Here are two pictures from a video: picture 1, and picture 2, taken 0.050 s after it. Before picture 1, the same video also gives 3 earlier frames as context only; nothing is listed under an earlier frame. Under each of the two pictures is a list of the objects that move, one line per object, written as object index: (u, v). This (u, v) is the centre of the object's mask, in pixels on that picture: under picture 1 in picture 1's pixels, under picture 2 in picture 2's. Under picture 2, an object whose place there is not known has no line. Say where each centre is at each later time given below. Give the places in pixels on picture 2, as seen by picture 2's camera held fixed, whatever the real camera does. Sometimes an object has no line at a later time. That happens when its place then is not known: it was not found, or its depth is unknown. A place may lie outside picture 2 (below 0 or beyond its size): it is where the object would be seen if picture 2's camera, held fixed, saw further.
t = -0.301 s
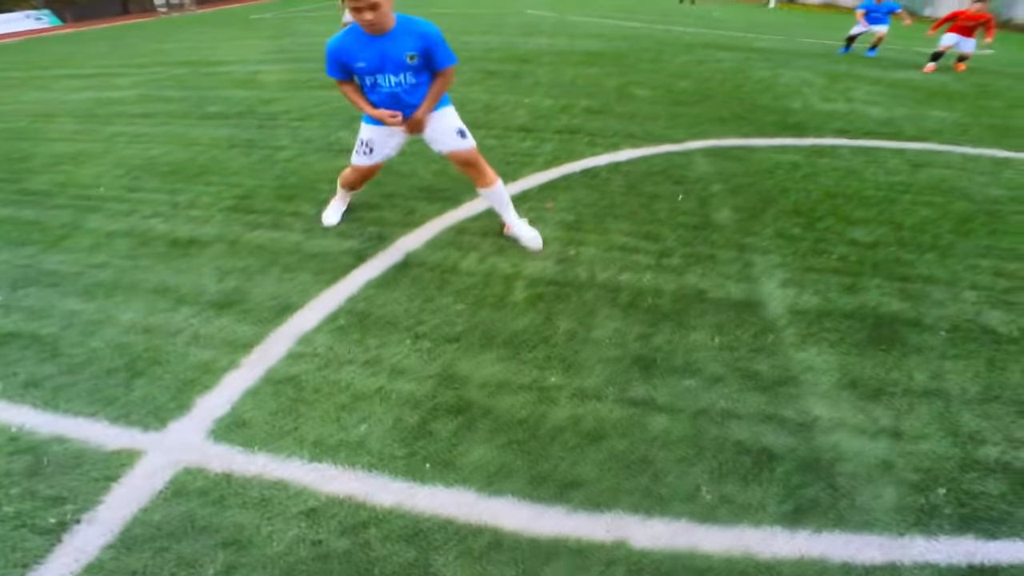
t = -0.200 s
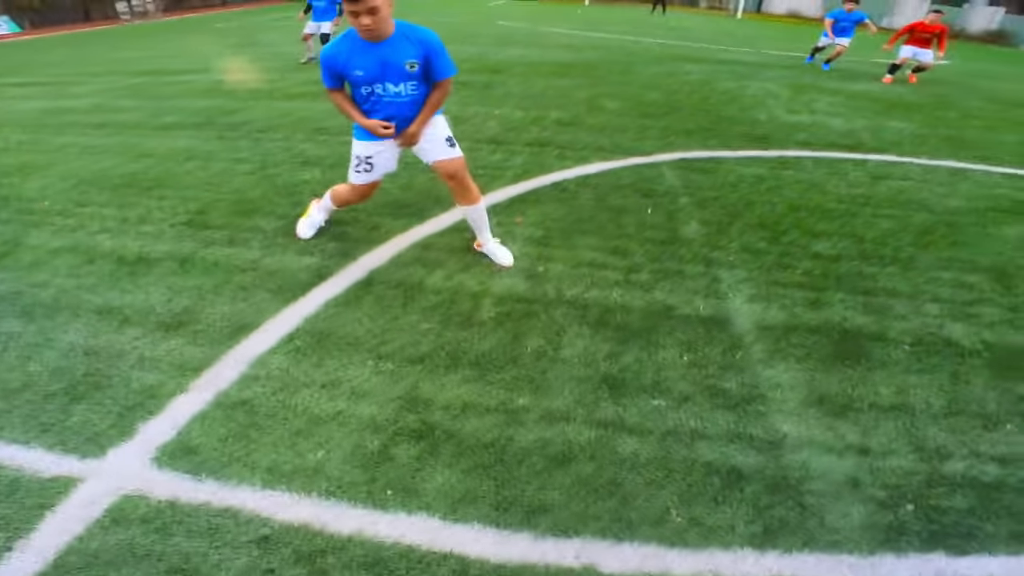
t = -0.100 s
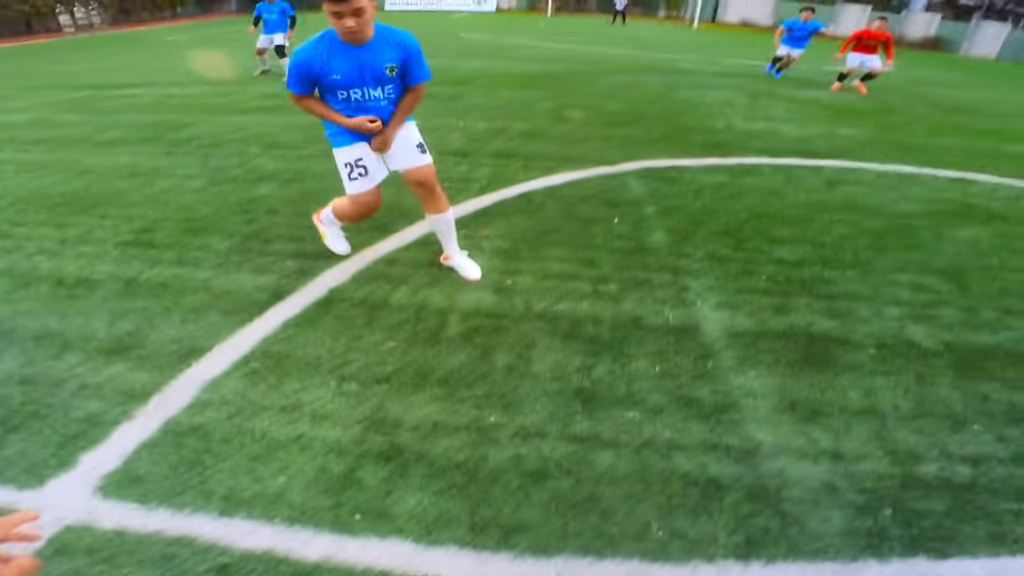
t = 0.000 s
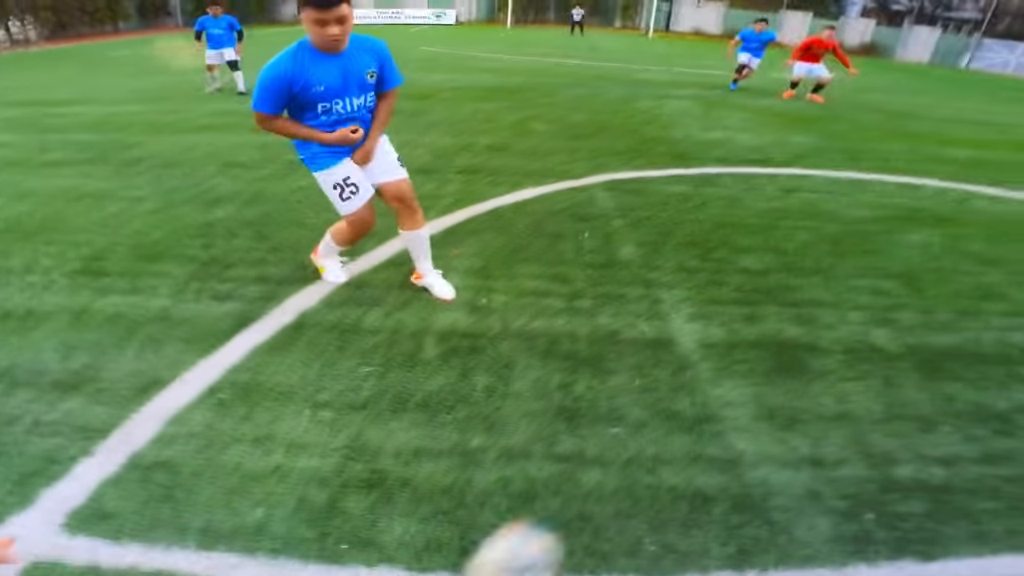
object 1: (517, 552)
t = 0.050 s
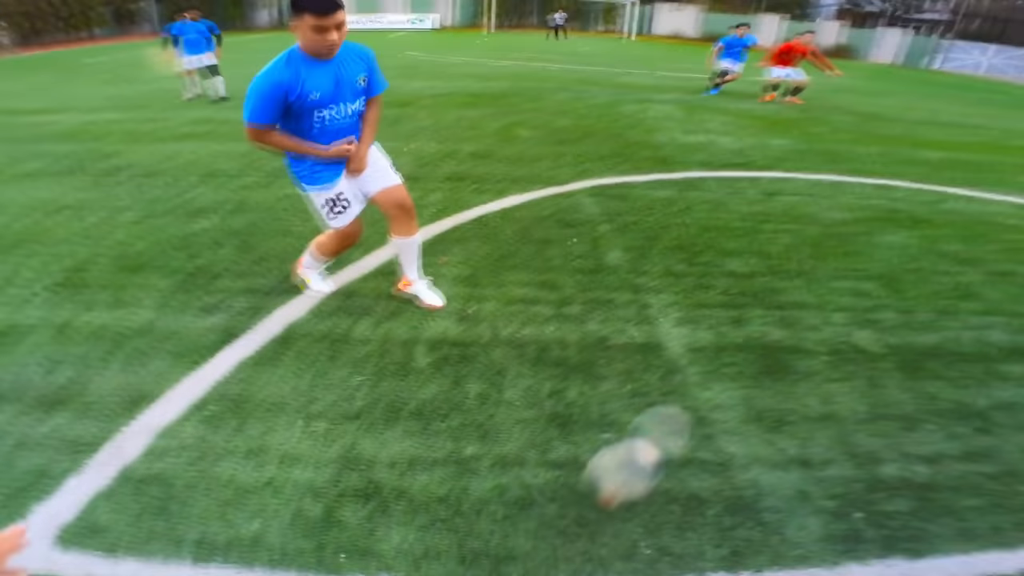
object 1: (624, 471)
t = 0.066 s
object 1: (664, 434)
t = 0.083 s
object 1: (695, 403)
